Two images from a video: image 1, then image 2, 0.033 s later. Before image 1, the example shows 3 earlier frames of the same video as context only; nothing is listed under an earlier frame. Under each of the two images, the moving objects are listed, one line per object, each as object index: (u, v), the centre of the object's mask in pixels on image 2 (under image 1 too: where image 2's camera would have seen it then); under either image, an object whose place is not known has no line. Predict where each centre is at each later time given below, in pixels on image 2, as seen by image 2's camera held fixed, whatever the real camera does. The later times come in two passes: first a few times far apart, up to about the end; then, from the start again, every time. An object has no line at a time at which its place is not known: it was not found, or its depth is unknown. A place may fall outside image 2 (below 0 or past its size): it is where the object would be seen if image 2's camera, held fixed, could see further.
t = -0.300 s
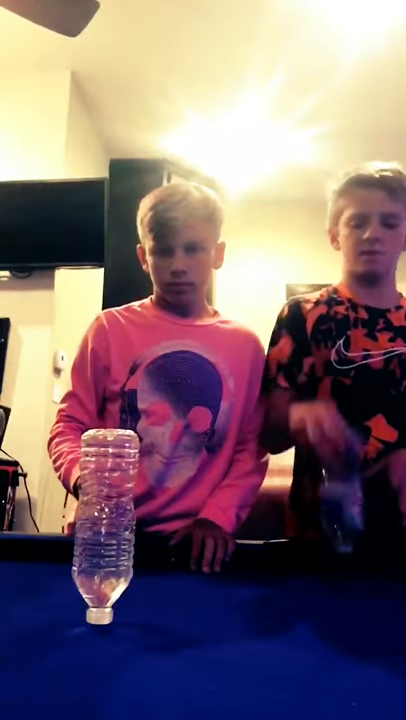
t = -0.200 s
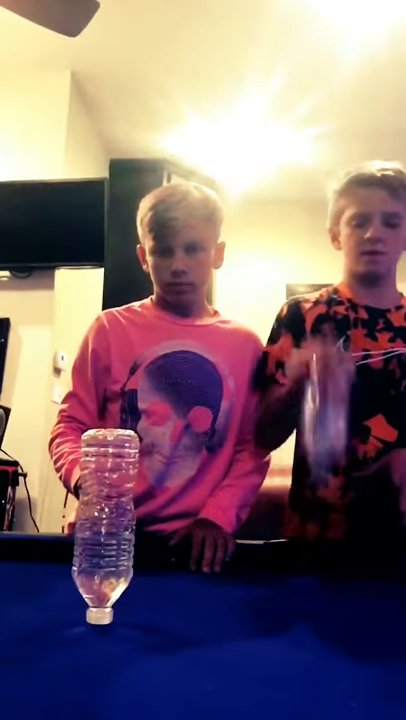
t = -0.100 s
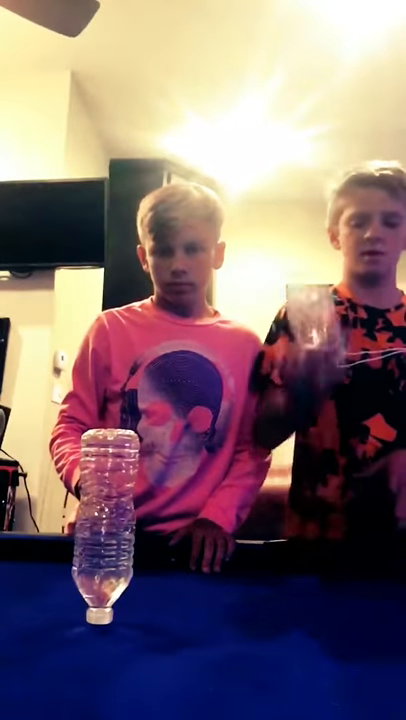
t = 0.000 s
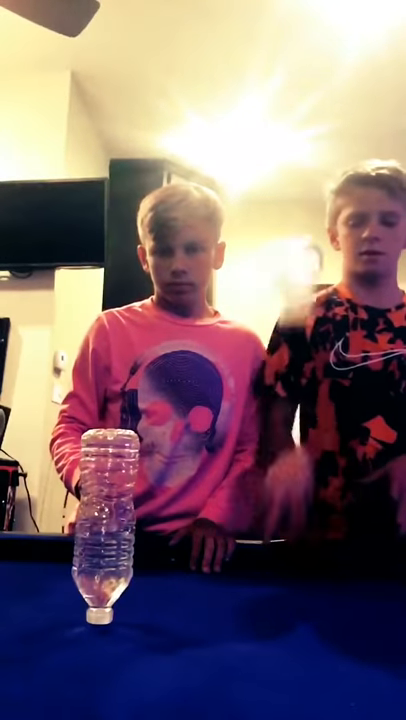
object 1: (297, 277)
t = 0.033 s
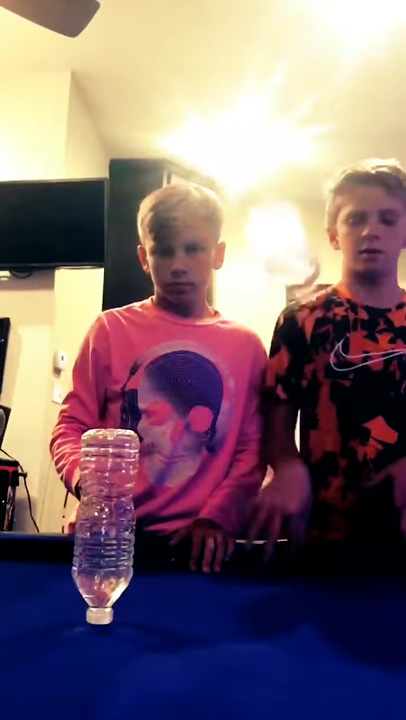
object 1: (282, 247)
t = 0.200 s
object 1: (260, 409)
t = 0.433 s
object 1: (216, 530)
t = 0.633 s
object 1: (104, 630)
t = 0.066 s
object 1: (281, 251)
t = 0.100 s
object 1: (278, 267)
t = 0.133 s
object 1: (274, 299)
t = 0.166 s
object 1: (270, 355)
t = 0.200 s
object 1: (260, 409)
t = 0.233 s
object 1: (250, 464)
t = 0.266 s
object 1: (243, 529)
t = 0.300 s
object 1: (233, 530)
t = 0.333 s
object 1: (227, 531)
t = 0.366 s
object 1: (226, 531)
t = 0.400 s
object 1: (222, 531)
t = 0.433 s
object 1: (216, 530)
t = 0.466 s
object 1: (206, 529)
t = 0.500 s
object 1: (194, 532)
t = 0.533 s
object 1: (174, 538)
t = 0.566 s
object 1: (151, 557)
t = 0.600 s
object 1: (112, 608)
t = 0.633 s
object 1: (104, 630)
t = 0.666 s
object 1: (100, 631)
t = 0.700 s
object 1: (98, 633)
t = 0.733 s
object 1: (96, 633)
